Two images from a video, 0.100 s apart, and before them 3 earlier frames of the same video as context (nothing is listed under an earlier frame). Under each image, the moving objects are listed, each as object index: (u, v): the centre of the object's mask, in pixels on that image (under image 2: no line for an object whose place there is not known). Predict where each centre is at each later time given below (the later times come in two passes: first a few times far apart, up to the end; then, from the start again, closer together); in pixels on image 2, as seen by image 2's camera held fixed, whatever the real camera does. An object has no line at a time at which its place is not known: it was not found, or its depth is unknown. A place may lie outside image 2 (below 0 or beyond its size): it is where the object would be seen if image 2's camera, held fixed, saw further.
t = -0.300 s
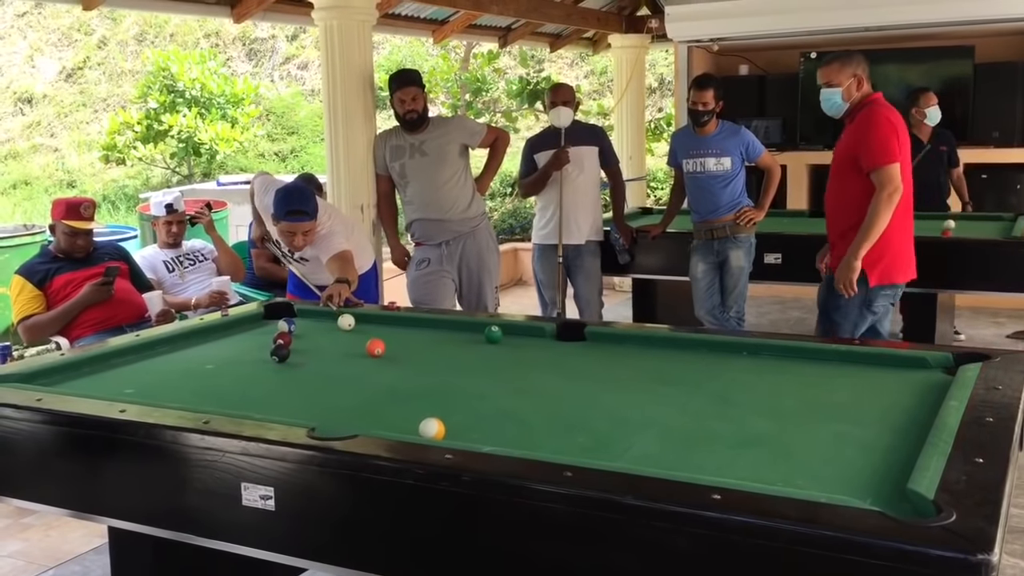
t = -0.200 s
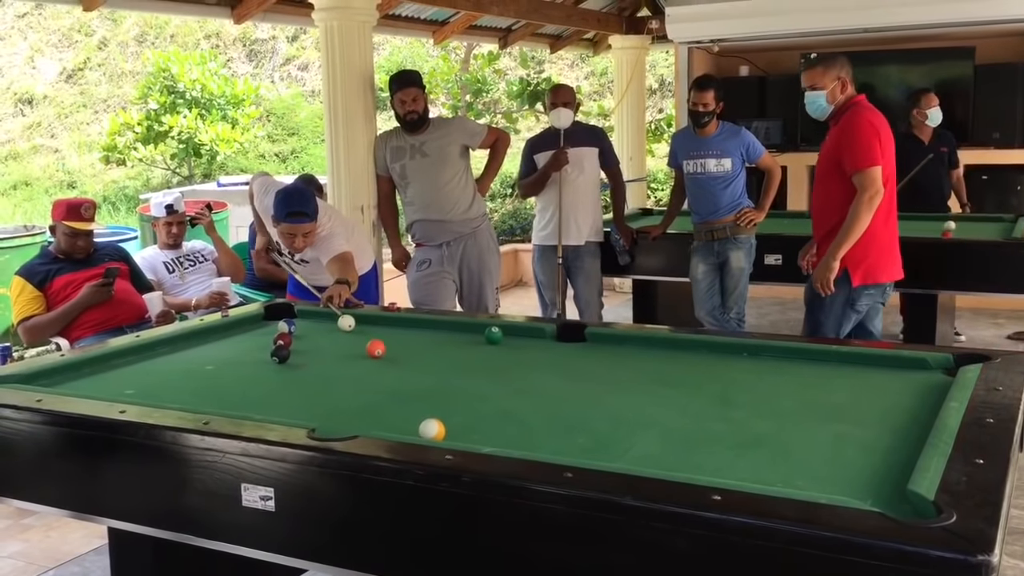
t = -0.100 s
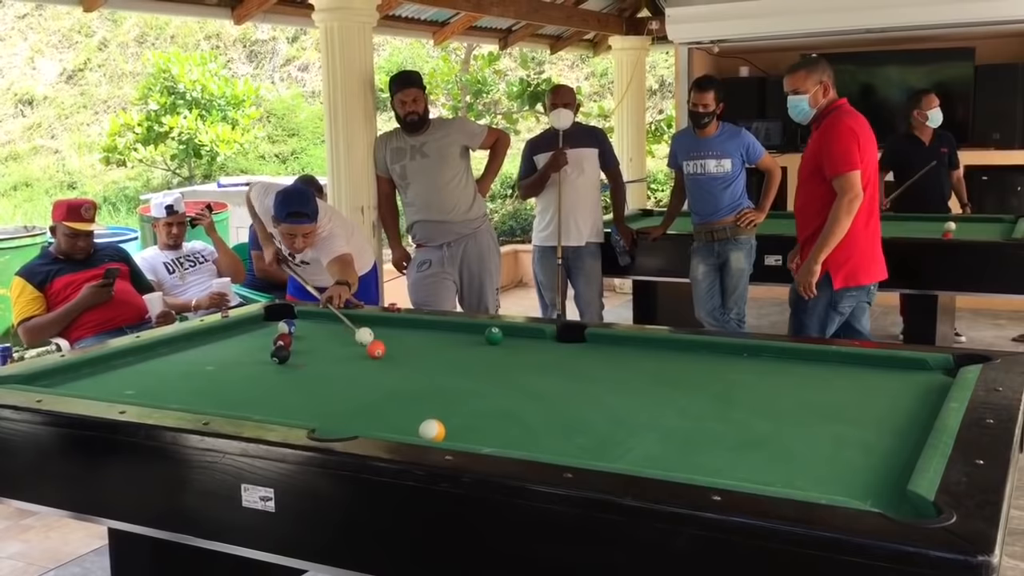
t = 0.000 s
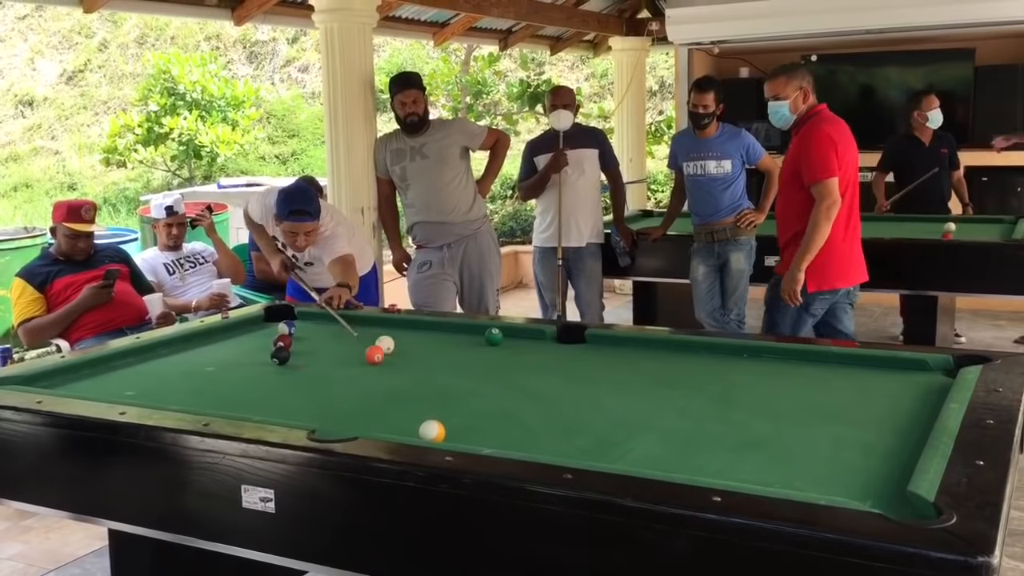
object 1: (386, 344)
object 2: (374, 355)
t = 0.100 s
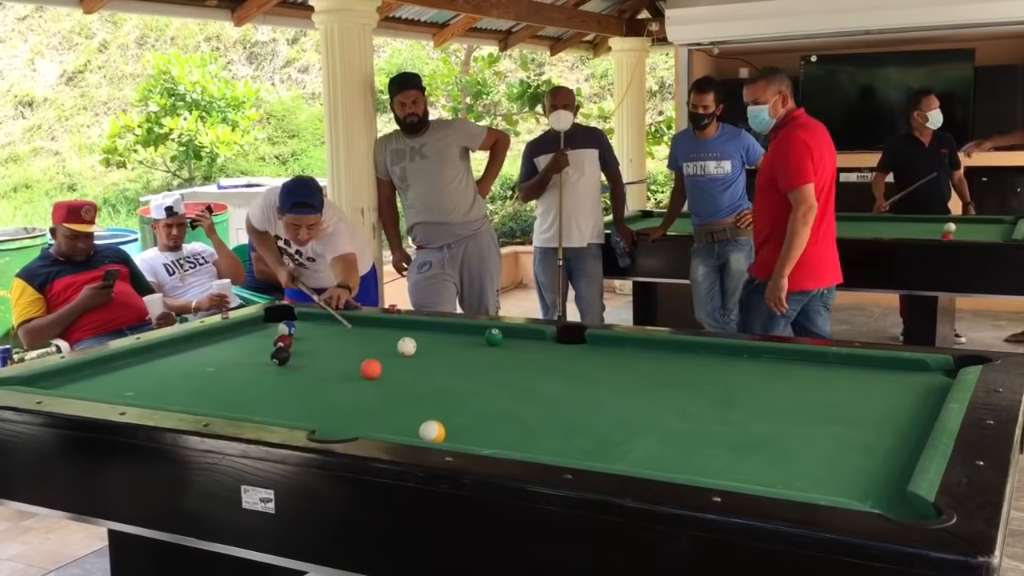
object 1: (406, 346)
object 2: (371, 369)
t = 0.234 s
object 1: (436, 349)
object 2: (367, 385)
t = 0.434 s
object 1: (481, 354)
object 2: (359, 411)
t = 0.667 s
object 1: (535, 361)
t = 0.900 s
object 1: (591, 367)
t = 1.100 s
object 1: (641, 373)
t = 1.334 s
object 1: (701, 380)
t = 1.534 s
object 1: (755, 386)
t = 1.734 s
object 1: (810, 392)
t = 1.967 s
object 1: (877, 401)
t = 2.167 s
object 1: (928, 406)
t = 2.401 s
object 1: (898, 401)
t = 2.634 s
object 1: (870, 397)
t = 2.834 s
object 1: (849, 393)
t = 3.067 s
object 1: (827, 389)
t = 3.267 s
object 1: (810, 386)
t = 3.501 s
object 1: (793, 383)
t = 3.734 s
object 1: (777, 380)
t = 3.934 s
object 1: (766, 378)
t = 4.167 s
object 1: (754, 376)
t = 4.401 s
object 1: (744, 374)
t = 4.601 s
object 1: (737, 373)
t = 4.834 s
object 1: (729, 372)
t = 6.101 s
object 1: (717, 370)
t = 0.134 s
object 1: (414, 347)
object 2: (370, 373)
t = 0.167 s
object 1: (421, 348)
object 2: (369, 377)
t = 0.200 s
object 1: (428, 348)
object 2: (368, 381)
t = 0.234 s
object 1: (436, 349)
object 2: (367, 385)
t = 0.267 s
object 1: (443, 350)
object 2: (366, 389)
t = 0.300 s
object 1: (450, 351)
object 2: (365, 393)
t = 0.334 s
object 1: (458, 352)
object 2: (363, 397)
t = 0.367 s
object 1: (466, 353)
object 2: (362, 402)
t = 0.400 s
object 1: (473, 353)
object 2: (360, 406)
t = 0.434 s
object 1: (481, 354)
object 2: (359, 411)
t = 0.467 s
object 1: (488, 355)
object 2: (358, 416)
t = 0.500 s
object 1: (496, 356)
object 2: (356, 421)
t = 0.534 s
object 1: (504, 357)
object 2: (355, 425)
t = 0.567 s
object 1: (512, 358)
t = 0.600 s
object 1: (519, 359)
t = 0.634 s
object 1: (527, 360)
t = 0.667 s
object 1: (535, 361)
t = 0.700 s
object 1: (543, 362)
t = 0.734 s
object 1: (551, 362)
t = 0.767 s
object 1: (559, 363)
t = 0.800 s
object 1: (567, 364)
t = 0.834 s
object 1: (575, 365)
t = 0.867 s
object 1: (583, 366)
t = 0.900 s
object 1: (591, 367)
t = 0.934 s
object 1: (599, 368)
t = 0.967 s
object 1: (607, 369)
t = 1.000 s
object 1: (616, 370)
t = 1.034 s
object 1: (625, 371)
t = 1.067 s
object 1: (633, 372)
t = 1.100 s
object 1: (641, 373)
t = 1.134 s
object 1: (649, 374)
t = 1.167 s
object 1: (658, 375)
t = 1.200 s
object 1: (667, 376)
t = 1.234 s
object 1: (675, 376)
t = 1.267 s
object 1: (684, 378)
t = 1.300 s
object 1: (692, 379)
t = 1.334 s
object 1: (701, 380)
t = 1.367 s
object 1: (710, 381)
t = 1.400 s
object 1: (719, 382)
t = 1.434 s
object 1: (728, 383)
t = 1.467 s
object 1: (737, 384)
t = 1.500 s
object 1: (746, 385)
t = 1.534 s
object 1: (755, 386)
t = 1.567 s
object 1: (764, 387)
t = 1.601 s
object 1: (773, 388)
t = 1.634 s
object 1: (782, 389)
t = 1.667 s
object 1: (791, 390)
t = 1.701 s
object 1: (801, 391)
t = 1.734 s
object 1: (810, 392)
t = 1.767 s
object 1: (820, 394)
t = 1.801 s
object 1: (829, 395)
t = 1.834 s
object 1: (839, 396)
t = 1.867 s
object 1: (848, 397)
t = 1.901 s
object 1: (858, 398)
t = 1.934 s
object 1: (867, 399)
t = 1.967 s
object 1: (877, 401)
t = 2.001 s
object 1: (887, 402)
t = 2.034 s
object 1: (896, 403)
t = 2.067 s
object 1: (907, 404)
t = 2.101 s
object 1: (916, 405)
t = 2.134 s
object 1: (926, 406)
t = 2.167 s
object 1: (928, 406)
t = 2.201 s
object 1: (923, 405)
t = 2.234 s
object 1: (919, 405)
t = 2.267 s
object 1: (915, 404)
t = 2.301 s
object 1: (910, 404)
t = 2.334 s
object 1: (906, 403)
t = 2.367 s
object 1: (902, 402)
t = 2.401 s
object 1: (898, 401)
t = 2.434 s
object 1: (893, 400)
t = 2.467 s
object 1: (889, 400)
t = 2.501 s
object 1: (885, 399)
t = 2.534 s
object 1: (881, 399)
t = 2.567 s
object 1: (878, 398)
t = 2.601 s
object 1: (874, 397)
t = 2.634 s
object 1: (870, 397)
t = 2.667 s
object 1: (866, 396)
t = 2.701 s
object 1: (863, 395)
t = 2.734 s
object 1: (859, 395)
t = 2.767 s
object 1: (856, 394)
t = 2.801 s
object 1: (852, 393)
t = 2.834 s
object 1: (849, 393)
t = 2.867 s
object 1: (846, 393)
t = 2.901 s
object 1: (842, 392)
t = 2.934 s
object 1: (840, 391)
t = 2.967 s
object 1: (836, 391)
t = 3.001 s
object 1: (833, 390)
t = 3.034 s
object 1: (830, 389)
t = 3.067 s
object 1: (827, 389)
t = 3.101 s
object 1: (824, 388)
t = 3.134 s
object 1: (821, 388)
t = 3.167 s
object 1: (819, 387)
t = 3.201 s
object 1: (816, 387)
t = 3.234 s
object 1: (813, 386)
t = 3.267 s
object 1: (810, 386)
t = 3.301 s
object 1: (807, 385)
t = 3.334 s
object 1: (805, 385)
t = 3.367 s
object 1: (802, 384)
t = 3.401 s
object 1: (800, 384)
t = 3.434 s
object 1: (797, 384)
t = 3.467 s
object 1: (795, 383)
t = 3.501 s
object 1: (793, 383)
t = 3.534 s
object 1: (790, 382)
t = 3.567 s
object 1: (788, 382)
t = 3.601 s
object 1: (786, 381)
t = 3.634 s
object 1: (784, 381)
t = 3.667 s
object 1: (781, 381)
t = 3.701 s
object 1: (779, 380)
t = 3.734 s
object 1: (777, 380)
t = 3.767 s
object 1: (775, 379)
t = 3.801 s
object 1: (773, 379)
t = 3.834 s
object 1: (771, 379)
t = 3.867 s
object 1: (769, 378)
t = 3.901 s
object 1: (768, 378)
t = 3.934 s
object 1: (766, 378)
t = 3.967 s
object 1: (763, 377)
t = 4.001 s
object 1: (762, 377)
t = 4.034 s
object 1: (760, 377)
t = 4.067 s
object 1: (759, 376)
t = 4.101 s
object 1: (757, 376)
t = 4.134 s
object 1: (755, 376)
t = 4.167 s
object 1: (754, 376)
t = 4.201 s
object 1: (752, 376)
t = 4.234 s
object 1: (751, 375)
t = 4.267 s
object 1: (750, 375)
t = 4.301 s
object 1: (748, 375)
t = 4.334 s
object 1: (746, 375)
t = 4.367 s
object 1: (745, 374)
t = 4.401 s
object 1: (744, 374)
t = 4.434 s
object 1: (742, 374)
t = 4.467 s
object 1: (741, 374)
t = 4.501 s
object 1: (740, 374)
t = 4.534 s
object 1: (738, 374)
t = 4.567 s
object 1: (738, 374)
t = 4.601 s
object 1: (737, 373)
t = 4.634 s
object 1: (735, 372)
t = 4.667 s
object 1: (734, 372)
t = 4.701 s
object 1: (733, 372)
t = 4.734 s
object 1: (732, 372)
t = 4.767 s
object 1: (731, 372)
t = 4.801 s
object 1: (730, 372)
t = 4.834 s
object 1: (729, 372)
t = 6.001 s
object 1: (717, 370)
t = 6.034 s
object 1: (717, 370)
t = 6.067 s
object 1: (717, 370)
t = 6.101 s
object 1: (717, 370)
